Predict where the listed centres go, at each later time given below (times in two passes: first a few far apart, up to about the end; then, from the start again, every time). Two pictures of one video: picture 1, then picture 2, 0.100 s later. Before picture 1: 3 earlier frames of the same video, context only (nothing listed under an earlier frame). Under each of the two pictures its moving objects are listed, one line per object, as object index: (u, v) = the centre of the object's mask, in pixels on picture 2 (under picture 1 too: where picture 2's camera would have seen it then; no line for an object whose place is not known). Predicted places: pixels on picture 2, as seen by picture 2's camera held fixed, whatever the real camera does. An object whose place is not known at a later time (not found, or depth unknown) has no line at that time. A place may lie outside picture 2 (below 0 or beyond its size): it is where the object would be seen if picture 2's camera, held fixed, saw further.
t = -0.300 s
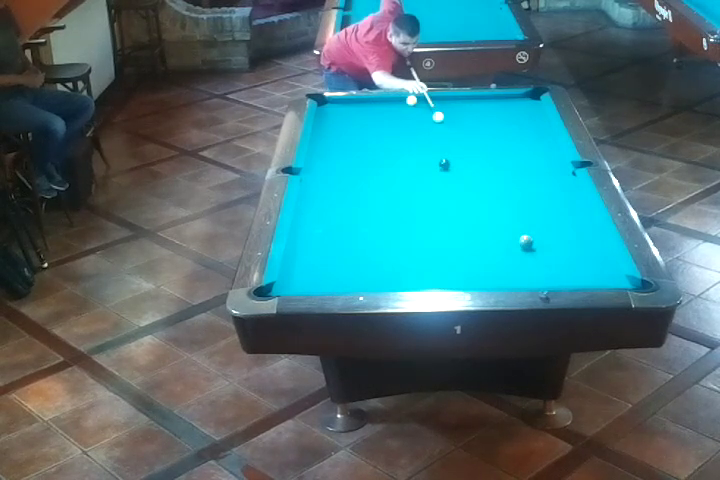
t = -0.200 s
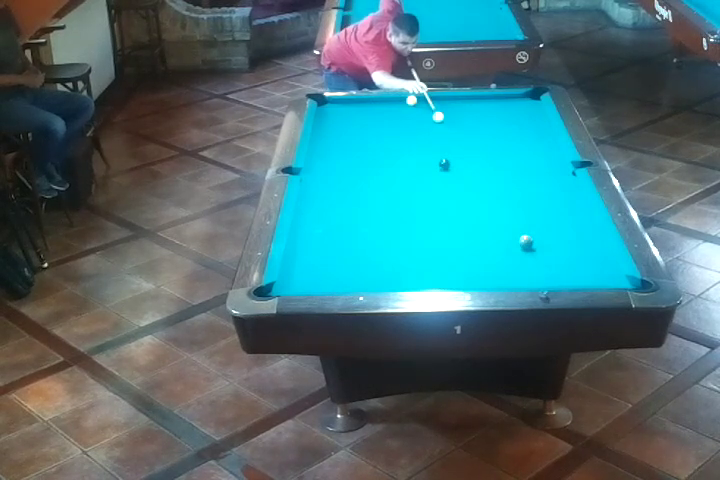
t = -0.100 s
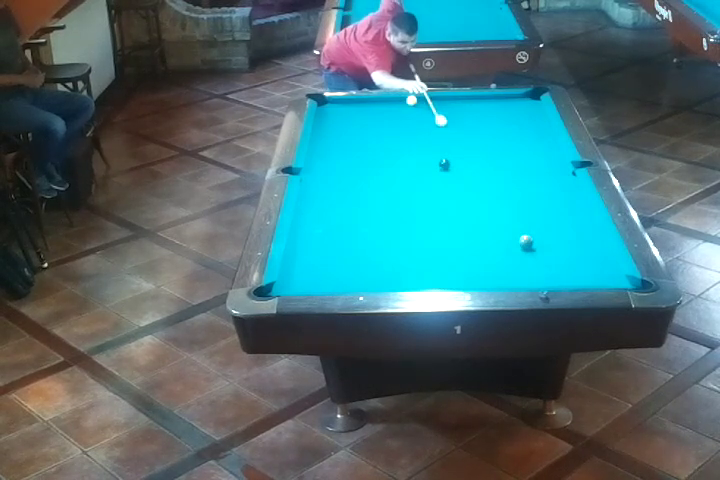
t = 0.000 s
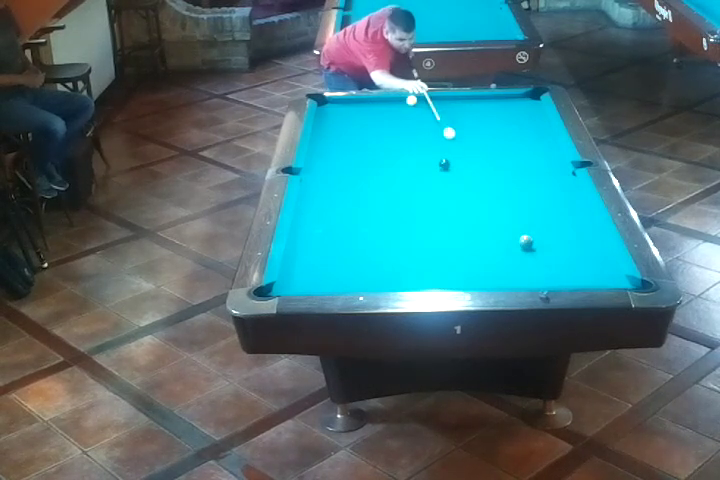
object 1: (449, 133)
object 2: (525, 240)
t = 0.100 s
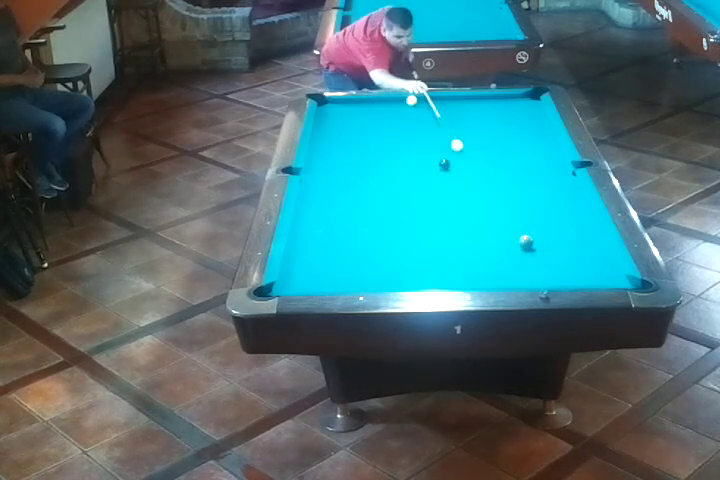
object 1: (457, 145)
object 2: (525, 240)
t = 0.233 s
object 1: (467, 162)
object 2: (525, 240)
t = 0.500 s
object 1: (492, 200)
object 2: (525, 240)
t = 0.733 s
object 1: (511, 239)
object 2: (531, 242)
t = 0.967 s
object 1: (482, 261)
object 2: (586, 265)
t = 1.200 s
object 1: (451, 282)
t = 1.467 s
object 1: (418, 268)
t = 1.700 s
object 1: (392, 256)
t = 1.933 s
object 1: (368, 244)
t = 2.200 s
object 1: (343, 232)
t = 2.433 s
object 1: (322, 223)
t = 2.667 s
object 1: (303, 214)
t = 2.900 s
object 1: (307, 208)
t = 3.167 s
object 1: (320, 201)
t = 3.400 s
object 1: (330, 196)
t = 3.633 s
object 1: (340, 191)
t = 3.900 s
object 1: (349, 186)
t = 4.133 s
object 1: (357, 182)
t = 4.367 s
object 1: (363, 179)
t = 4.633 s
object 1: (370, 176)
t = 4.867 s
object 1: (375, 173)
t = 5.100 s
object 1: (379, 171)
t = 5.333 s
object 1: (382, 169)
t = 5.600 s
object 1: (385, 168)
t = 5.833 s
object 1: (388, 166)
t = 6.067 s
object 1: (390, 166)
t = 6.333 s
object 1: (390, 165)
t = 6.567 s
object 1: (390, 165)
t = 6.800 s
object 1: (390, 165)
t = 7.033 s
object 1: (390, 165)
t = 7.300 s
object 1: (390, 165)
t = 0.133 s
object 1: (459, 149)
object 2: (525, 240)
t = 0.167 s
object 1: (462, 153)
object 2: (525, 240)
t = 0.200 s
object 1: (464, 157)
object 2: (525, 240)
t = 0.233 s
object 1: (467, 162)
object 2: (525, 240)
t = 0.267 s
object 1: (470, 166)
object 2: (525, 240)
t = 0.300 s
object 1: (473, 171)
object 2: (525, 240)
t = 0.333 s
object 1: (476, 175)
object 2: (525, 240)
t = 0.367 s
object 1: (479, 180)
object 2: (525, 240)
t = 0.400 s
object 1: (482, 185)
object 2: (525, 240)
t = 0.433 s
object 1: (485, 190)
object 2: (525, 240)
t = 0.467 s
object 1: (489, 195)
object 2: (525, 240)
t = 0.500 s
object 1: (492, 200)
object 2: (525, 240)
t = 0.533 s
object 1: (495, 206)
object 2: (525, 240)
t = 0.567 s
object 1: (499, 211)
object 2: (525, 240)
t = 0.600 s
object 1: (502, 217)
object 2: (525, 240)
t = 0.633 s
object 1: (506, 223)
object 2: (525, 240)
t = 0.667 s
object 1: (510, 229)
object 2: (525, 240)
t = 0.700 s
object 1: (513, 235)
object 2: (525, 240)
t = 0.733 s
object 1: (511, 239)
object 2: (531, 242)
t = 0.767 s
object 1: (505, 242)
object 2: (541, 246)
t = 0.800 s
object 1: (501, 244)
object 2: (549, 249)
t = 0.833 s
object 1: (497, 247)
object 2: (557, 253)
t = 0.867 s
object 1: (493, 251)
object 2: (565, 256)
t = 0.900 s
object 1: (489, 254)
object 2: (572, 259)
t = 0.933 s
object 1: (486, 258)
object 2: (579, 262)
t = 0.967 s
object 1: (482, 261)
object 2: (586, 265)
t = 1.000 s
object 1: (479, 265)
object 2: (593, 267)
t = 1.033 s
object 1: (475, 268)
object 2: (600, 271)
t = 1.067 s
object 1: (471, 272)
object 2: (608, 274)
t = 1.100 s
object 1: (467, 276)
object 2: (615, 277)
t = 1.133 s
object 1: (463, 279)
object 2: (623, 279)
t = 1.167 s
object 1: (459, 282)
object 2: (630, 282)
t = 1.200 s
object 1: (451, 282)
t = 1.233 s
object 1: (446, 281)
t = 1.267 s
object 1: (443, 280)
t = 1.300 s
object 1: (438, 278)
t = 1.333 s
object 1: (434, 276)
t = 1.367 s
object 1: (430, 274)
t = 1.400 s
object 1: (426, 272)
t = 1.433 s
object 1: (422, 270)
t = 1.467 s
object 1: (418, 268)
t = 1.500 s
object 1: (414, 266)
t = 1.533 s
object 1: (410, 264)
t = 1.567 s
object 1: (406, 262)
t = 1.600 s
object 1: (403, 261)
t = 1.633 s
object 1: (399, 259)
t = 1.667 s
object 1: (395, 257)
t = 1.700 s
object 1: (392, 256)
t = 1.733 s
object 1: (388, 254)
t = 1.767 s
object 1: (385, 252)
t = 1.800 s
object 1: (381, 250)
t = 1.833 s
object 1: (378, 249)
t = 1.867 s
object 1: (375, 247)
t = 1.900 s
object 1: (371, 246)
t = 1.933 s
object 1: (368, 244)
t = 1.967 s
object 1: (364, 243)
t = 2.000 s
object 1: (361, 241)
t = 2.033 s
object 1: (358, 239)
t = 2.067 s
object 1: (355, 238)
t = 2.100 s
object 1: (352, 236)
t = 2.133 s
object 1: (348, 235)
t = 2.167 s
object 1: (346, 233)
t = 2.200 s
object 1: (343, 232)
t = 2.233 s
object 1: (339, 231)
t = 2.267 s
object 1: (336, 229)
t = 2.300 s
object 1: (334, 228)
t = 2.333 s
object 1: (330, 227)
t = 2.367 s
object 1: (328, 225)
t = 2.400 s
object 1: (325, 224)
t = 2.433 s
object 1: (322, 223)
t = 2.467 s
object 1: (319, 222)
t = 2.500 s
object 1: (317, 220)
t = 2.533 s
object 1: (314, 219)
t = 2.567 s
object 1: (311, 218)
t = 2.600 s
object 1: (309, 216)
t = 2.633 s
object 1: (306, 215)
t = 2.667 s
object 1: (303, 214)
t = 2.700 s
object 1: (301, 213)
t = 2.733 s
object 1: (299, 212)
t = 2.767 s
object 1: (300, 211)
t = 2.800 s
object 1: (301, 210)
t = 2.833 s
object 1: (303, 209)
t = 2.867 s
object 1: (305, 208)
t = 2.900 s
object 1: (307, 208)
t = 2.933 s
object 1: (308, 207)
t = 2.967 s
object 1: (310, 206)
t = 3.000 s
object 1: (312, 205)
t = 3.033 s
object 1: (313, 204)
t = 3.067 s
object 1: (315, 203)
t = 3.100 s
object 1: (317, 202)
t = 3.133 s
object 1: (318, 202)
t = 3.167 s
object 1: (320, 201)
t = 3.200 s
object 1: (321, 200)
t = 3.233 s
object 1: (323, 200)
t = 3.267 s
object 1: (324, 199)
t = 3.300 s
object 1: (326, 198)
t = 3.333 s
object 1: (327, 197)
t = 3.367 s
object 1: (328, 197)
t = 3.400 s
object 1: (330, 196)
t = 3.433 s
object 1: (332, 195)
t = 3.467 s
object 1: (333, 194)
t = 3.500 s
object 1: (334, 194)
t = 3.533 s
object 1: (336, 193)
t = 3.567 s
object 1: (337, 192)
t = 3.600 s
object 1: (338, 192)
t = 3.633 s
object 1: (340, 191)
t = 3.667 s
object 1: (341, 190)
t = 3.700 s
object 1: (342, 190)
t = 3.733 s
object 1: (343, 189)
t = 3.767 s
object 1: (344, 189)
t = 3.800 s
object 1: (346, 188)
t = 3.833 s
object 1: (347, 187)
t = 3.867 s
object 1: (348, 187)
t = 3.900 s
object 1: (349, 186)
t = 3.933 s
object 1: (350, 186)
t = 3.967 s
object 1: (351, 185)
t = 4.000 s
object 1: (352, 185)
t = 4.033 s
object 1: (354, 184)
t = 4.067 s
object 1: (355, 184)
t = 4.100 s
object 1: (356, 183)
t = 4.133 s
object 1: (357, 182)
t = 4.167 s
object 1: (358, 182)
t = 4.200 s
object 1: (359, 182)
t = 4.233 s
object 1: (360, 181)
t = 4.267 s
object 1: (361, 181)
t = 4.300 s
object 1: (361, 180)
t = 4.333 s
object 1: (362, 179)
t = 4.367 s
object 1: (363, 179)
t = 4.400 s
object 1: (364, 179)
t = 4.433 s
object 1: (365, 178)
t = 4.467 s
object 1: (366, 178)
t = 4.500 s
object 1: (366, 178)
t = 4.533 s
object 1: (367, 177)
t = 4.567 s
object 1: (368, 176)
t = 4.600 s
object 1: (369, 176)
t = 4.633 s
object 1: (370, 176)
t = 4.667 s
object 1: (370, 175)
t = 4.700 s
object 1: (371, 175)
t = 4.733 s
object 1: (372, 174)
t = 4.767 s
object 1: (373, 174)
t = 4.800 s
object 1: (373, 174)
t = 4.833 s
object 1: (374, 174)
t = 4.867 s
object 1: (375, 173)
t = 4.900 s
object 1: (375, 173)
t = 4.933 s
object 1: (376, 172)
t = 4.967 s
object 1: (377, 172)
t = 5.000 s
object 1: (377, 172)
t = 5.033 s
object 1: (377, 172)
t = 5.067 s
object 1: (378, 171)
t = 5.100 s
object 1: (379, 171)
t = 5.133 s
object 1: (379, 171)
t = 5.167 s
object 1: (380, 170)
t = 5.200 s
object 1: (380, 170)
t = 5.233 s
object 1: (381, 170)
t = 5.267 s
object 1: (381, 170)
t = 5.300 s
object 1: (382, 169)
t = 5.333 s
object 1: (382, 169)
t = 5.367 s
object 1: (383, 169)
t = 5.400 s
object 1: (383, 169)
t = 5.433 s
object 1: (383, 169)
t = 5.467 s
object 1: (384, 168)
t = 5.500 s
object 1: (384, 168)
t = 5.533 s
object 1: (385, 168)
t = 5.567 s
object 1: (385, 168)
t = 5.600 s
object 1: (385, 168)
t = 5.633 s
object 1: (386, 167)
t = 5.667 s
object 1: (386, 167)
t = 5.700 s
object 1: (386, 167)
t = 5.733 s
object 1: (387, 167)
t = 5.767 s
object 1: (387, 167)
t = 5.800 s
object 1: (387, 166)
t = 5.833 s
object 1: (388, 166)
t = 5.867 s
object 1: (388, 166)
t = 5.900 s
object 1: (388, 166)
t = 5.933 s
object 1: (388, 166)
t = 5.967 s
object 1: (389, 166)
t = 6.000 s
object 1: (389, 166)
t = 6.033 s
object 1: (389, 166)
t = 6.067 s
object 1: (390, 166)
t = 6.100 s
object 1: (390, 166)
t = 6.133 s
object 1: (390, 166)
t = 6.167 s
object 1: (390, 165)
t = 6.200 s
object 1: (390, 165)
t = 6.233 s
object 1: (390, 165)
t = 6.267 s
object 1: (390, 165)
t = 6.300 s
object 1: (390, 165)
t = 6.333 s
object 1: (390, 165)
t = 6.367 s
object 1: (390, 165)
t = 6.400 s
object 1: (390, 165)
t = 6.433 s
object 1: (390, 165)
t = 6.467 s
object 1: (390, 165)
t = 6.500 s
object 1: (390, 165)
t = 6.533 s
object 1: (390, 165)
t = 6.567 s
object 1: (390, 165)
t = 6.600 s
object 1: (390, 165)
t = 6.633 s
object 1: (390, 165)
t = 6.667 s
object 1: (390, 165)
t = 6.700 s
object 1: (390, 165)
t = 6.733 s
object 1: (390, 165)
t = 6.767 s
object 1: (390, 165)
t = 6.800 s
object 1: (390, 165)
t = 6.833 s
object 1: (390, 165)
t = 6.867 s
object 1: (390, 165)
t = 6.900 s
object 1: (390, 165)
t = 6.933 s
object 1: (390, 165)
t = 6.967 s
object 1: (390, 165)
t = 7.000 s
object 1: (390, 165)
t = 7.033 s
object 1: (390, 165)
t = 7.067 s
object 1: (390, 165)
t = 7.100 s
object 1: (390, 165)
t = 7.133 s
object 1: (390, 165)
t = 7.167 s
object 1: (390, 165)
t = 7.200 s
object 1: (390, 165)
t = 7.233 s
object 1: (390, 165)
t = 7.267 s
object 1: (390, 165)
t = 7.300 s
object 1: (390, 165)
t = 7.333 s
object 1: (390, 165)
